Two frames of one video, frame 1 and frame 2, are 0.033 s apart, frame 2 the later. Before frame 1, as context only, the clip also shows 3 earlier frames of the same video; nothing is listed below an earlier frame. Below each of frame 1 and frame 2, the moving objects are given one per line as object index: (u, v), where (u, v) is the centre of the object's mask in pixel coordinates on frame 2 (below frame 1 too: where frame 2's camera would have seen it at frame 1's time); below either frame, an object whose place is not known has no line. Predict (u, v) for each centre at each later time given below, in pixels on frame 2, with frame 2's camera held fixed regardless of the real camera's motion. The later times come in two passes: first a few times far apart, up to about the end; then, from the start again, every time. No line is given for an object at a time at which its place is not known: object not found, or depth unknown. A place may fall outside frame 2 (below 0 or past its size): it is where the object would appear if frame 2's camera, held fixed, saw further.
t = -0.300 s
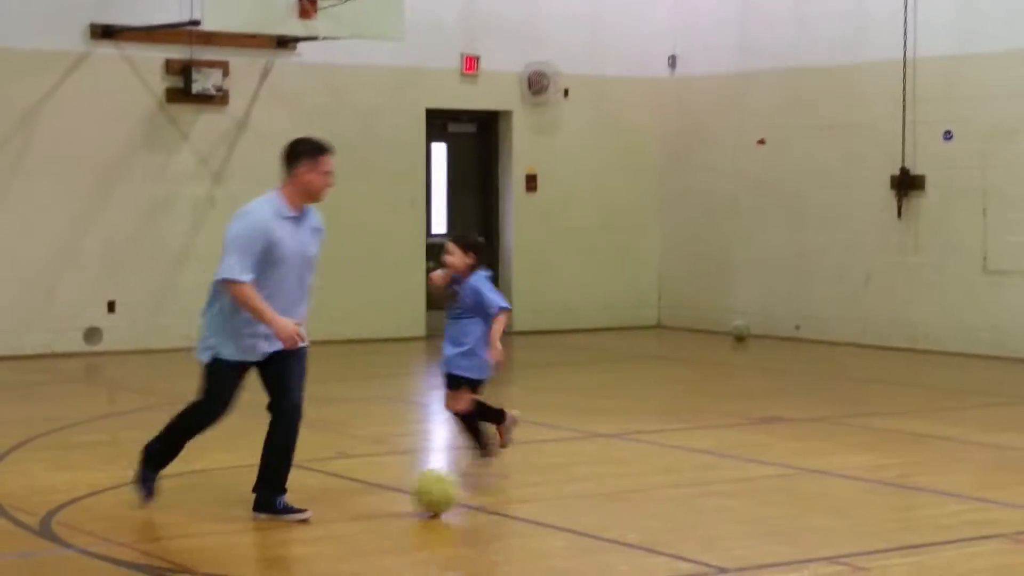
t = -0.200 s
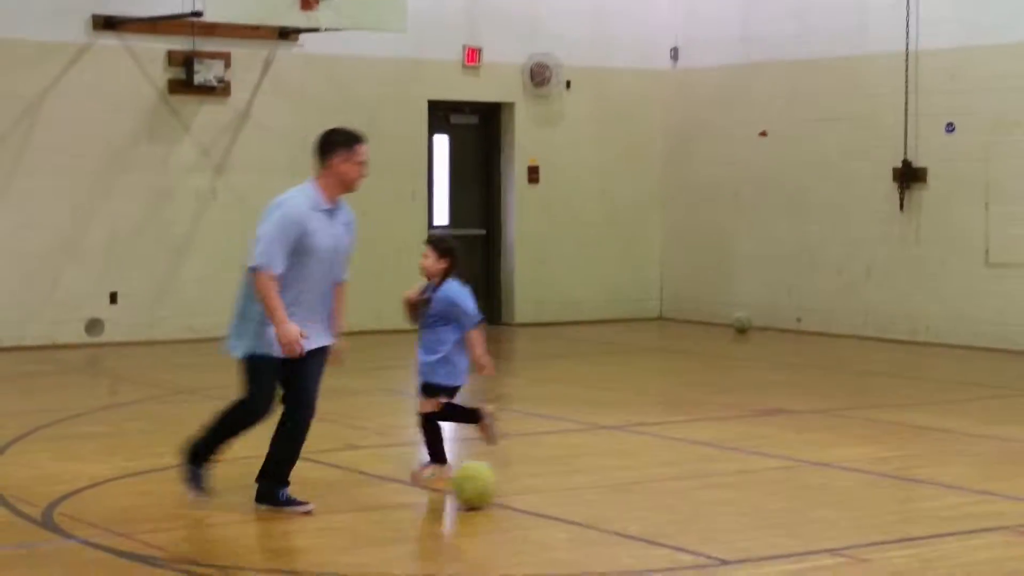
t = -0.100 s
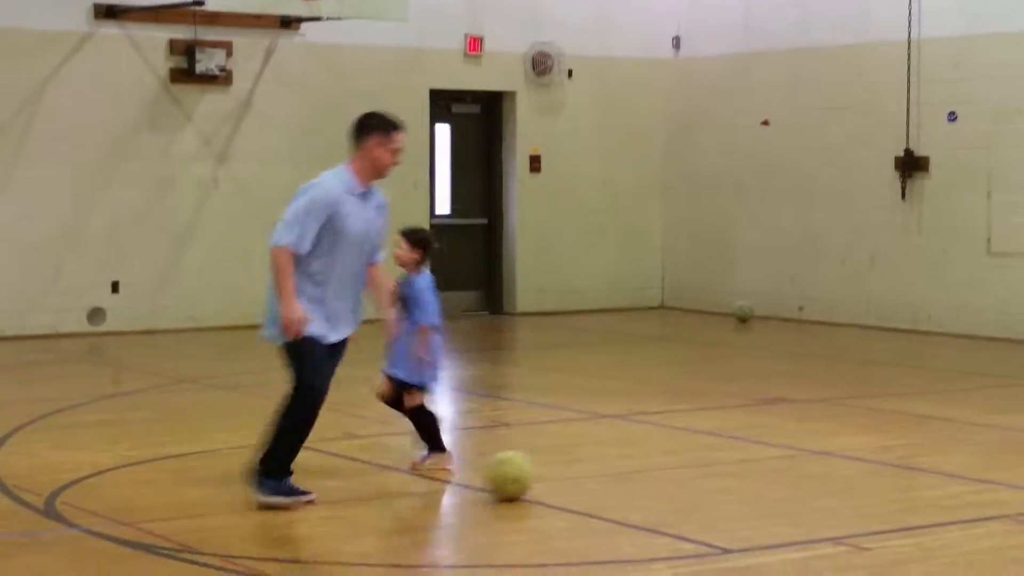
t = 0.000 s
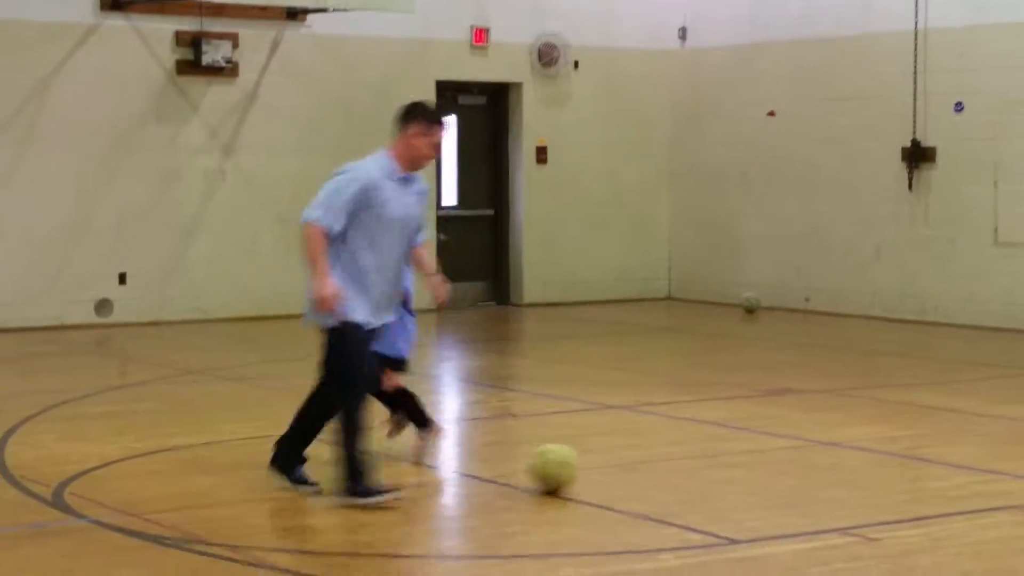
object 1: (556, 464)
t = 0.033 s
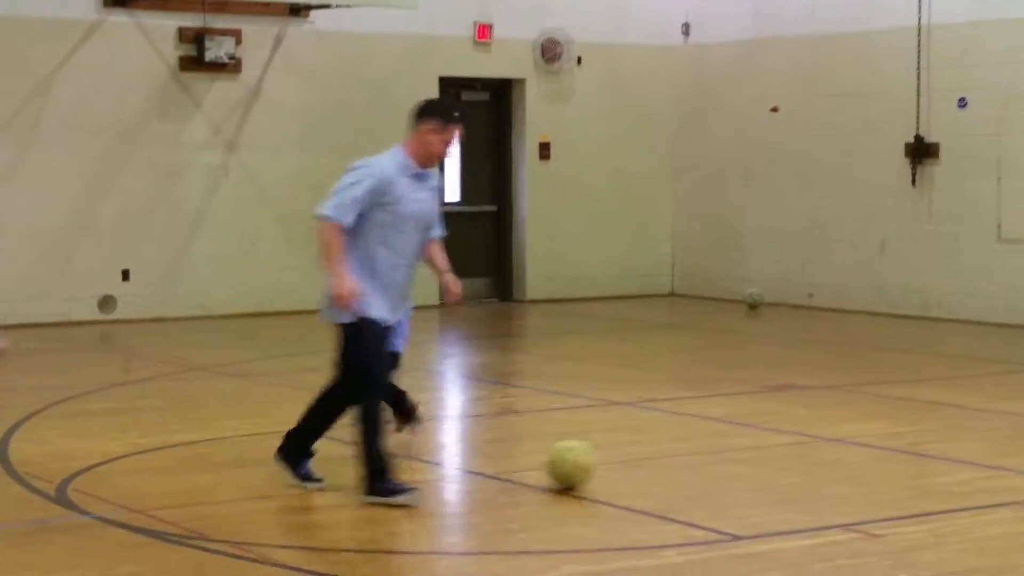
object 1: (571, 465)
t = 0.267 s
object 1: (654, 468)
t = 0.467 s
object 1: (726, 472)
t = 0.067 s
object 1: (581, 465)
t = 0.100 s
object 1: (593, 466)
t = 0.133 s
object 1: (604, 466)
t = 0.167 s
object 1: (618, 467)
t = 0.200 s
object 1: (630, 468)
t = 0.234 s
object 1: (641, 468)
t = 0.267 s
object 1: (654, 468)
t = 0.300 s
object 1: (664, 468)
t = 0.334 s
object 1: (676, 469)
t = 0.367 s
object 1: (690, 470)
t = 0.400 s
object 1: (700, 472)
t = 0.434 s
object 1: (714, 472)
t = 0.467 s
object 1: (726, 472)
